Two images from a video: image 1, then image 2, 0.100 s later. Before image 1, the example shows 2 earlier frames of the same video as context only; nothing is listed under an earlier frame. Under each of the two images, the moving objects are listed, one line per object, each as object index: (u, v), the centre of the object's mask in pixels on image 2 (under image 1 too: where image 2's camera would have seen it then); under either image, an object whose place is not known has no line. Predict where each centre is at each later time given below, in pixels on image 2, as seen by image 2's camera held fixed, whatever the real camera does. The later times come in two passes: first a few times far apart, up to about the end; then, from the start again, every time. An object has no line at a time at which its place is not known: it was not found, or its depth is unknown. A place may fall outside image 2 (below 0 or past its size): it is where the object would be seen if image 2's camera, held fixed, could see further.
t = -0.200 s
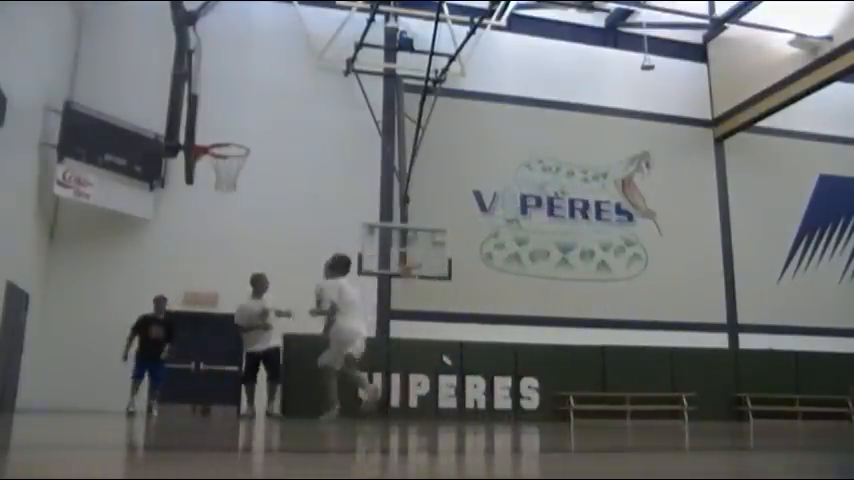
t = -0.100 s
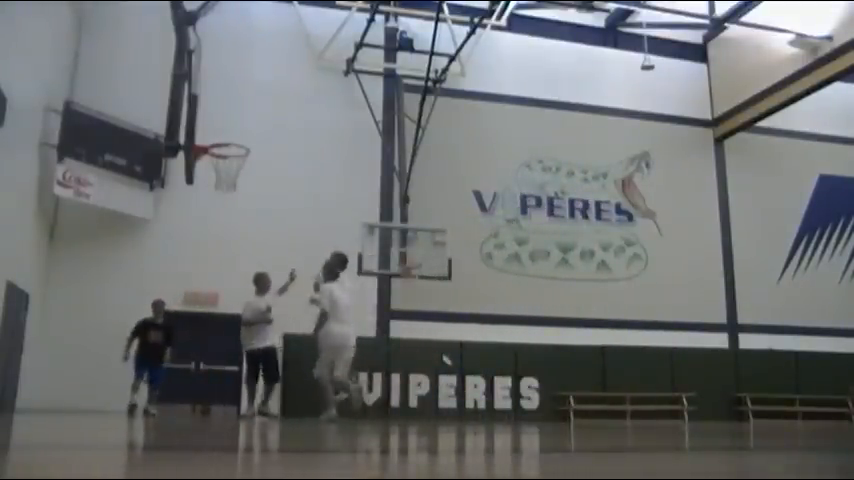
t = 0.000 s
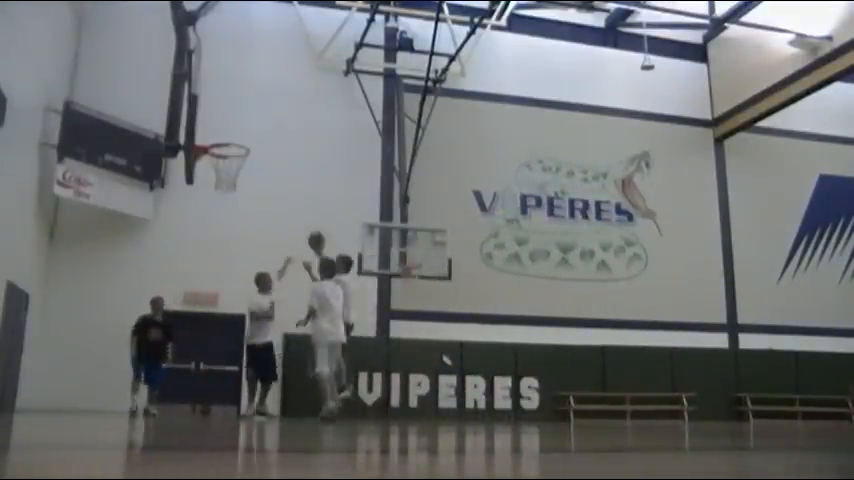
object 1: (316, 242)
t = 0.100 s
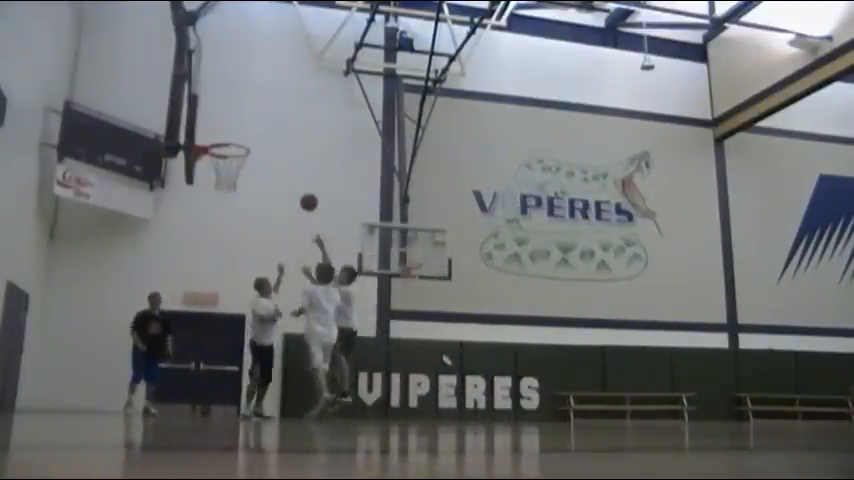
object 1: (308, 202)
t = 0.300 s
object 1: (292, 148)
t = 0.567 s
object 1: (268, 118)
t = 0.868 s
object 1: (233, 147)
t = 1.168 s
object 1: (211, 202)
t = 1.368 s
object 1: (200, 267)
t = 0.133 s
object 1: (306, 191)
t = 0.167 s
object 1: (303, 181)
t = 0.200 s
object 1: (300, 171)
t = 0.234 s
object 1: (298, 163)
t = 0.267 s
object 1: (295, 155)
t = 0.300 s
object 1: (292, 148)
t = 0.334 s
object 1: (290, 141)
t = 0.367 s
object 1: (287, 136)
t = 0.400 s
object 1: (284, 131)
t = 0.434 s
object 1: (281, 127)
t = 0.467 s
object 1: (278, 123)
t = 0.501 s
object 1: (274, 121)
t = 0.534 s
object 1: (271, 119)
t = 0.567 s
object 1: (268, 118)
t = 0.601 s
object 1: (264, 118)
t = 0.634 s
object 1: (261, 118)
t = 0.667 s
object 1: (257, 120)
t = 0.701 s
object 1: (253, 123)
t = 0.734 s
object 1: (249, 126)
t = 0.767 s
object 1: (245, 130)
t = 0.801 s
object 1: (242, 134)
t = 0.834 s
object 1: (237, 140)
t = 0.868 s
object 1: (233, 147)
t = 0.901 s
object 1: (229, 154)
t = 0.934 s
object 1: (223, 164)
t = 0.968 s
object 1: (219, 172)
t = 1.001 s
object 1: (217, 175)
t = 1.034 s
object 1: (216, 179)
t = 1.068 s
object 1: (215, 184)
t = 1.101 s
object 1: (214, 189)
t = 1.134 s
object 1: (212, 195)
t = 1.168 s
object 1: (211, 202)
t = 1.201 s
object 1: (209, 210)
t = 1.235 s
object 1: (208, 219)
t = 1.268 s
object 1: (206, 229)
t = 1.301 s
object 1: (204, 241)
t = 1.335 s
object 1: (202, 253)
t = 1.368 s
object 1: (200, 267)
